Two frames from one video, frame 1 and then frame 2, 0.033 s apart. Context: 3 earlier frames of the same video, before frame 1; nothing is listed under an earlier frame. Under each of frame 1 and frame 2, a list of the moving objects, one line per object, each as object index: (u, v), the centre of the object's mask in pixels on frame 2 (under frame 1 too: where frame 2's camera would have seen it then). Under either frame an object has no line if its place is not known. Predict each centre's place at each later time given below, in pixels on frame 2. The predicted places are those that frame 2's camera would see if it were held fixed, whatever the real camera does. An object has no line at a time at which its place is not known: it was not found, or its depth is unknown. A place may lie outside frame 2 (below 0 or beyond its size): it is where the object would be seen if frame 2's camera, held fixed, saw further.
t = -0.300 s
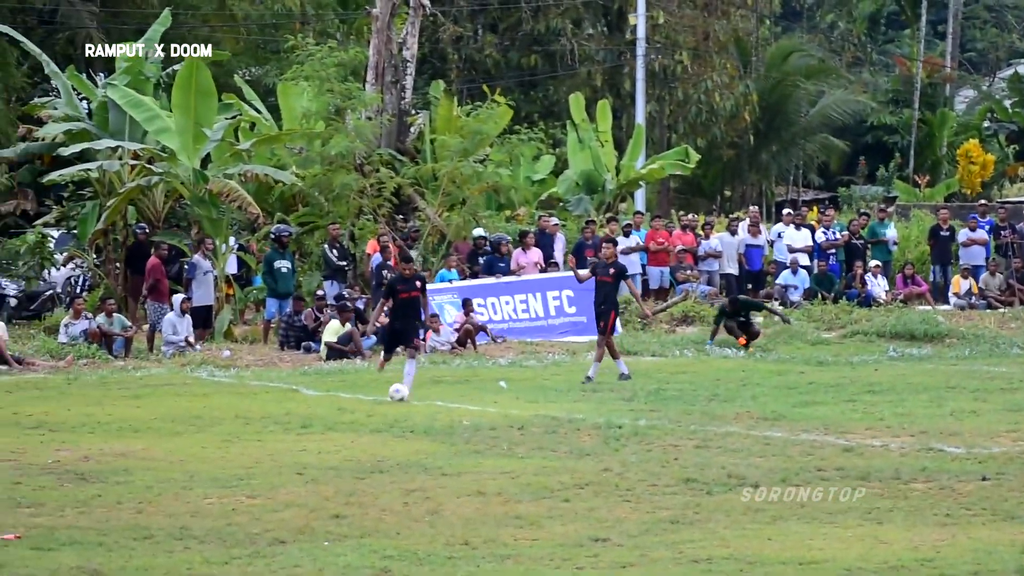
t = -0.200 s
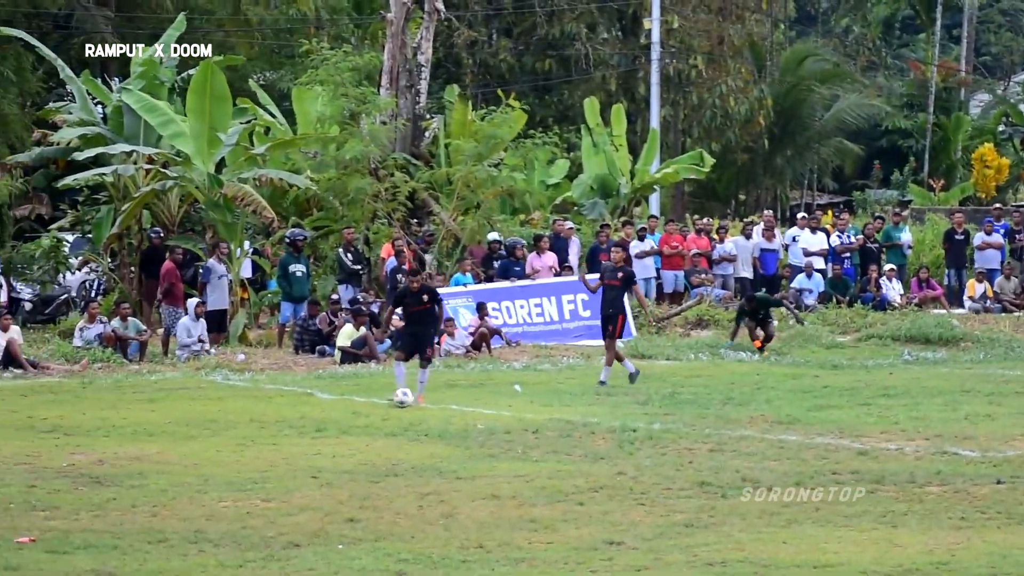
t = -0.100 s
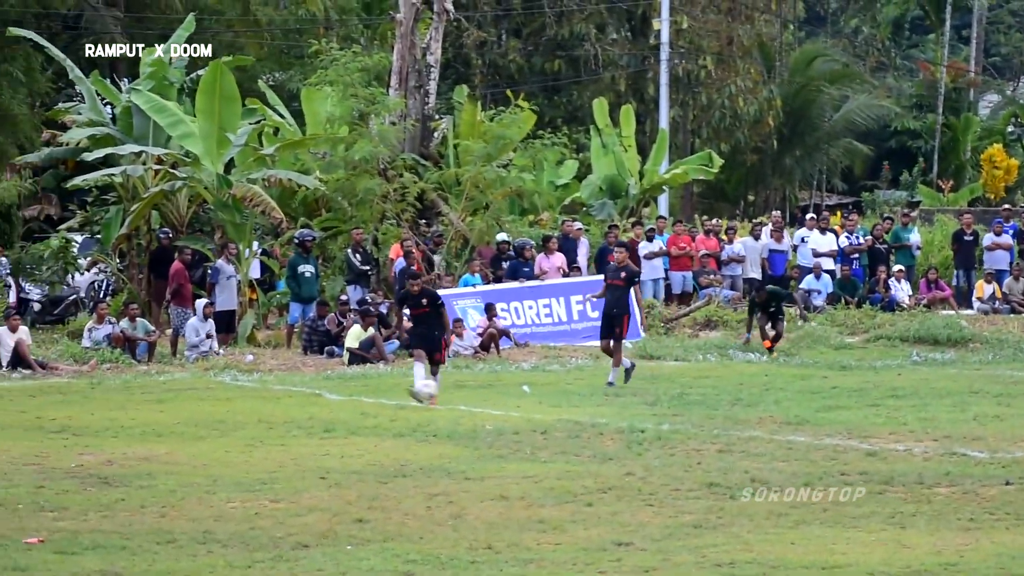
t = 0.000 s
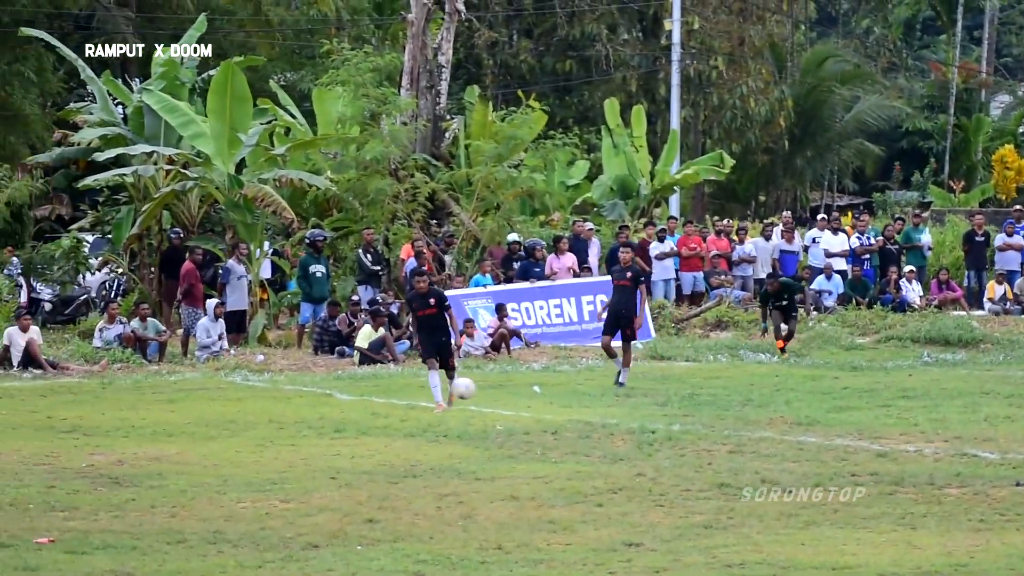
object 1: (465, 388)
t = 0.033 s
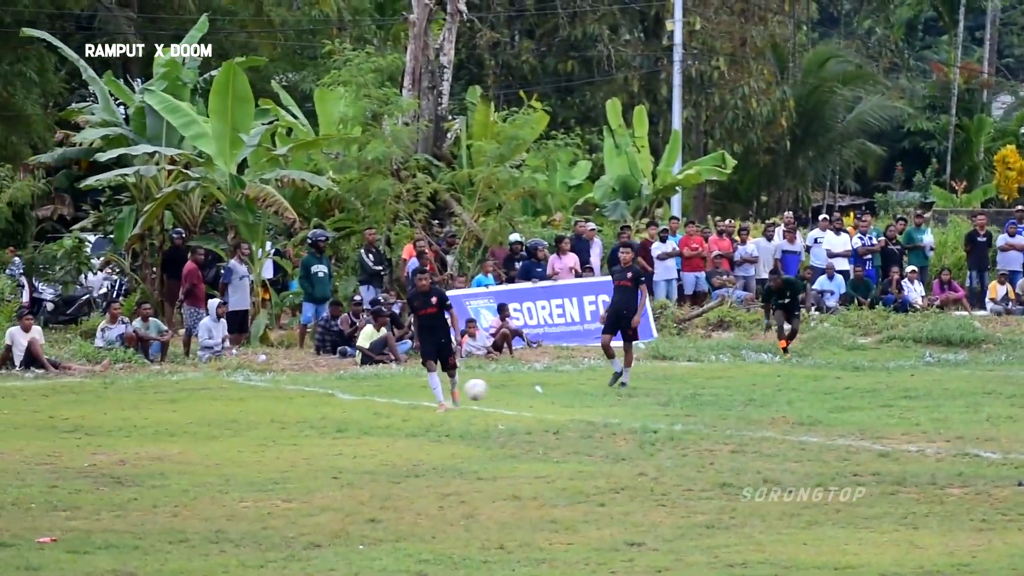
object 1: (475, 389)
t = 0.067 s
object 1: (486, 391)
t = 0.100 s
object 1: (498, 395)
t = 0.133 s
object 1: (510, 400)
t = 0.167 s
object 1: (524, 406)
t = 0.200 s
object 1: (538, 413)
